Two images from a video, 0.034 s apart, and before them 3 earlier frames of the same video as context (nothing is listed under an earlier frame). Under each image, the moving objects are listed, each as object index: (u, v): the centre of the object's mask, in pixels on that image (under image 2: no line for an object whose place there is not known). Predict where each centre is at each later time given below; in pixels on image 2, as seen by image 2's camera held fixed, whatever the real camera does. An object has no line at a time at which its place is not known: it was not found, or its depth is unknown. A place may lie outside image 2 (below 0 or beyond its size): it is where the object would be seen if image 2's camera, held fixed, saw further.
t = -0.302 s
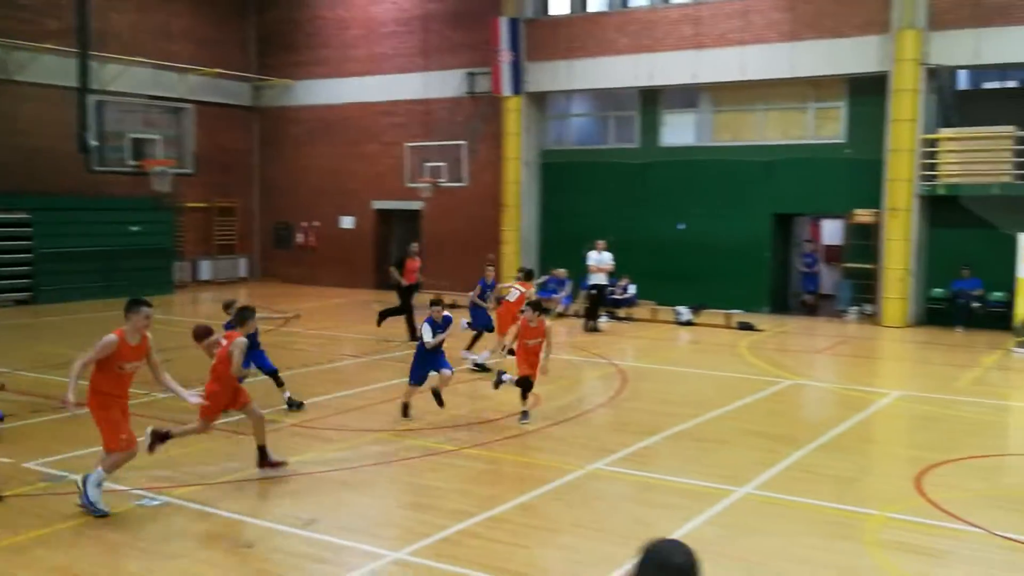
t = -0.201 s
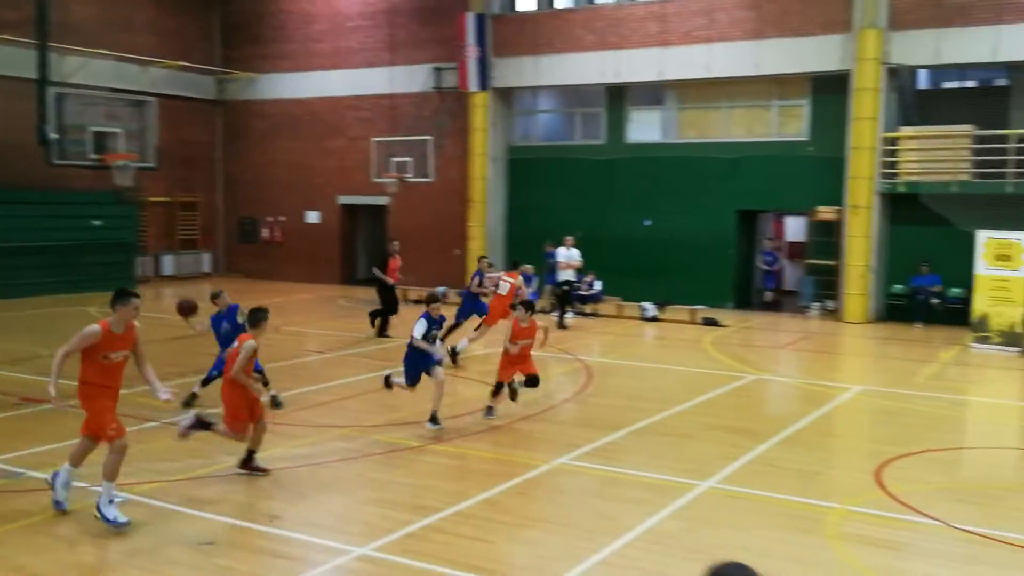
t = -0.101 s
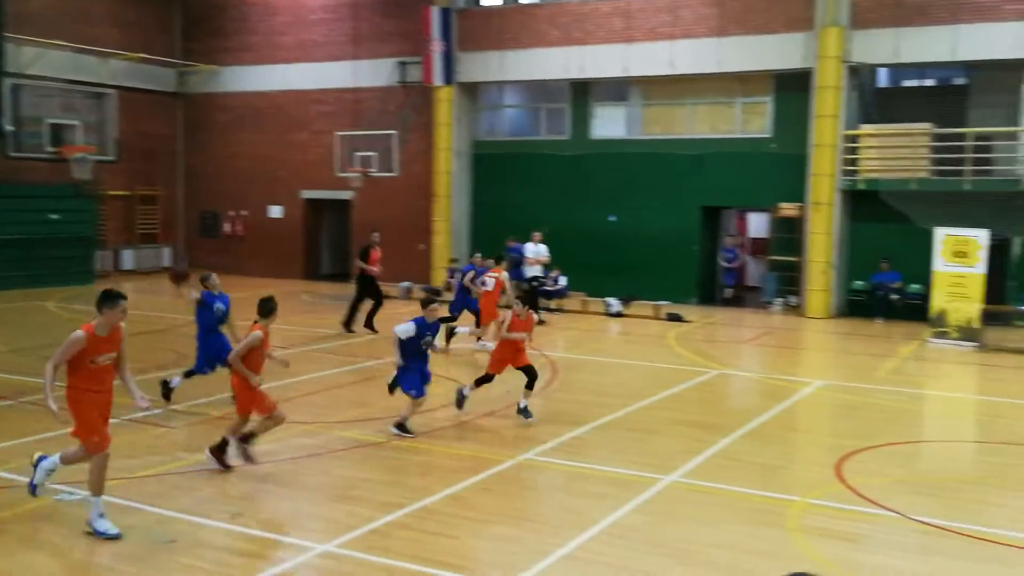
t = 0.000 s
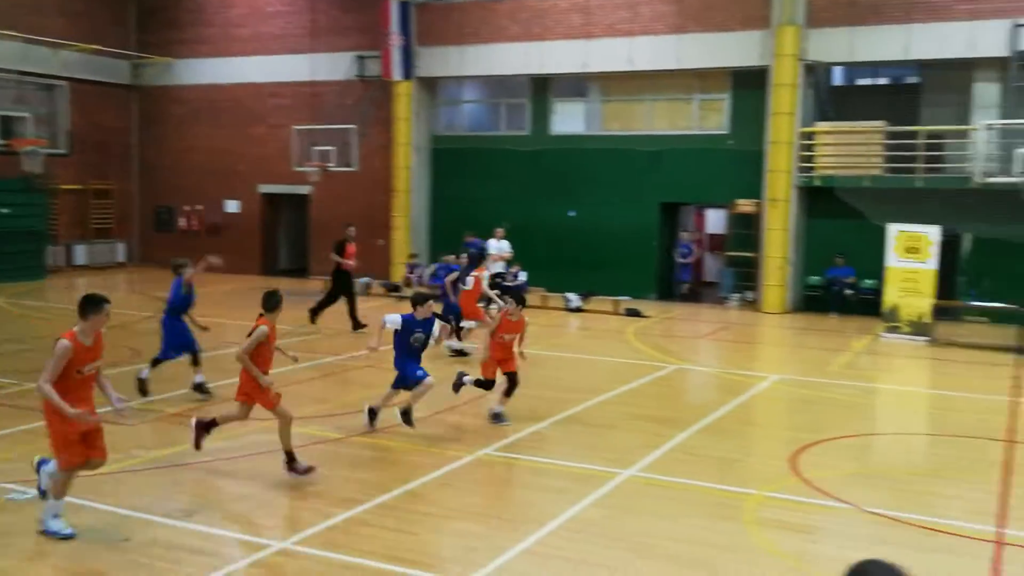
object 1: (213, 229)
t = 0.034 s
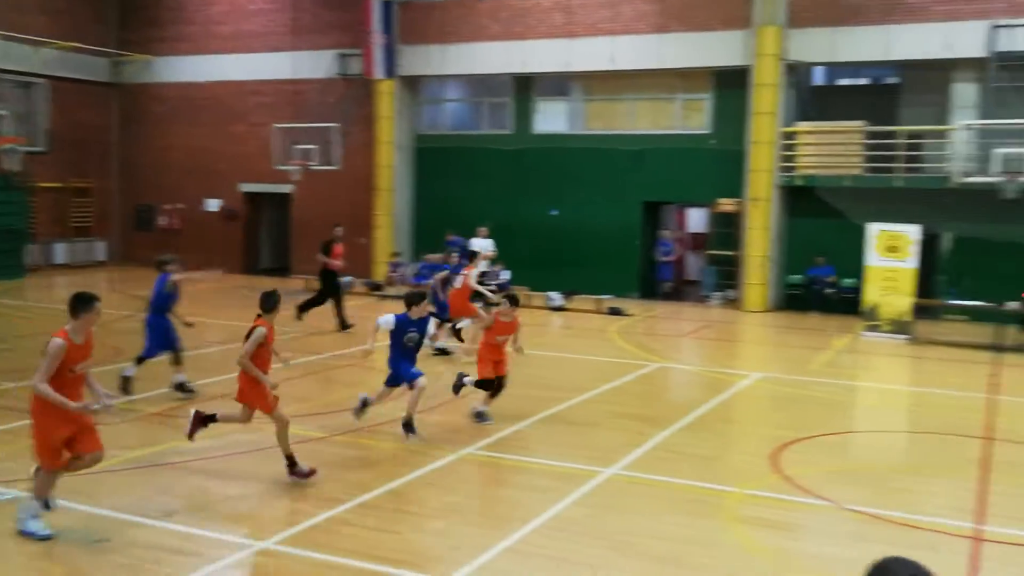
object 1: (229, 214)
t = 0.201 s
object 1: (418, 159)
